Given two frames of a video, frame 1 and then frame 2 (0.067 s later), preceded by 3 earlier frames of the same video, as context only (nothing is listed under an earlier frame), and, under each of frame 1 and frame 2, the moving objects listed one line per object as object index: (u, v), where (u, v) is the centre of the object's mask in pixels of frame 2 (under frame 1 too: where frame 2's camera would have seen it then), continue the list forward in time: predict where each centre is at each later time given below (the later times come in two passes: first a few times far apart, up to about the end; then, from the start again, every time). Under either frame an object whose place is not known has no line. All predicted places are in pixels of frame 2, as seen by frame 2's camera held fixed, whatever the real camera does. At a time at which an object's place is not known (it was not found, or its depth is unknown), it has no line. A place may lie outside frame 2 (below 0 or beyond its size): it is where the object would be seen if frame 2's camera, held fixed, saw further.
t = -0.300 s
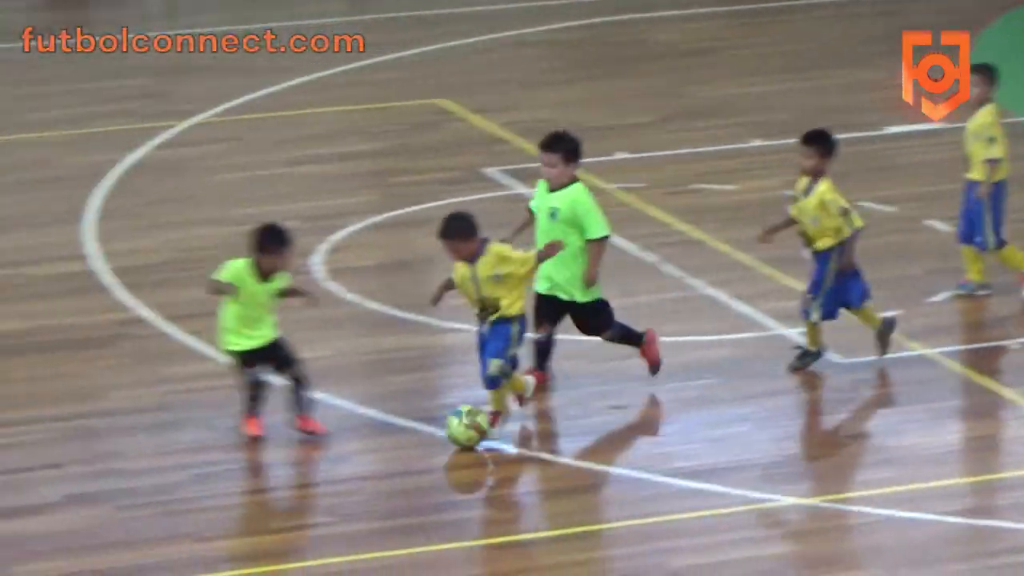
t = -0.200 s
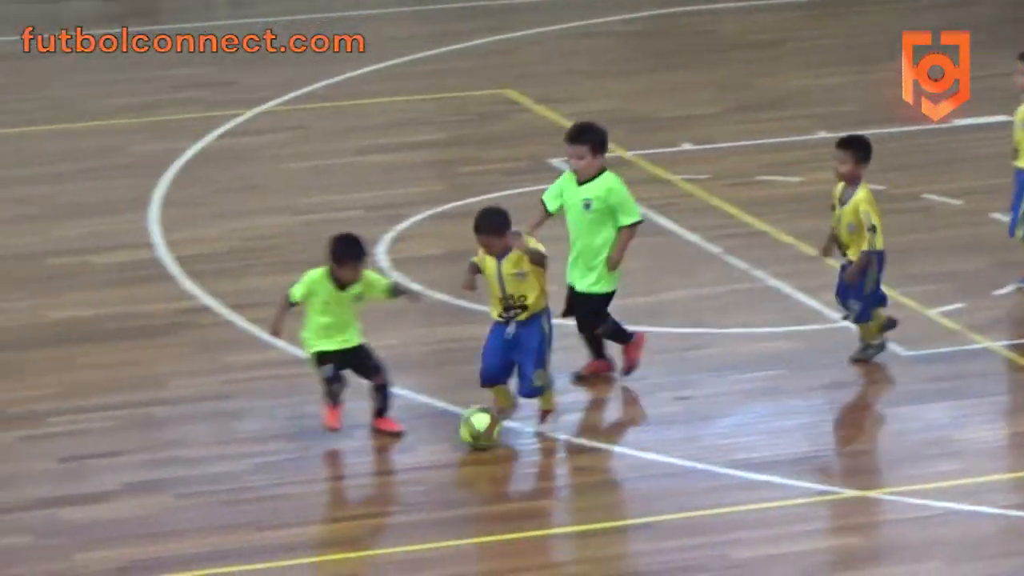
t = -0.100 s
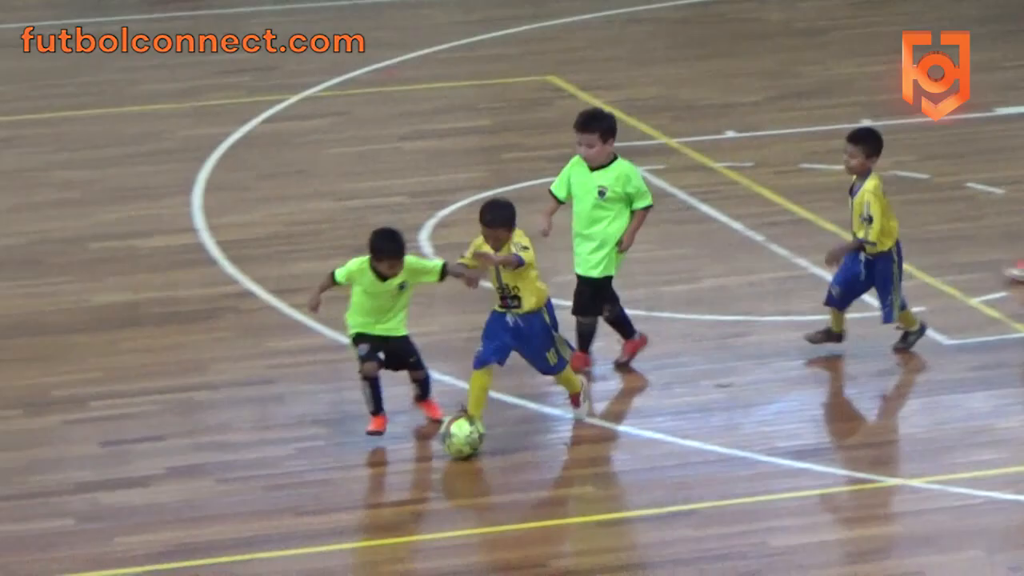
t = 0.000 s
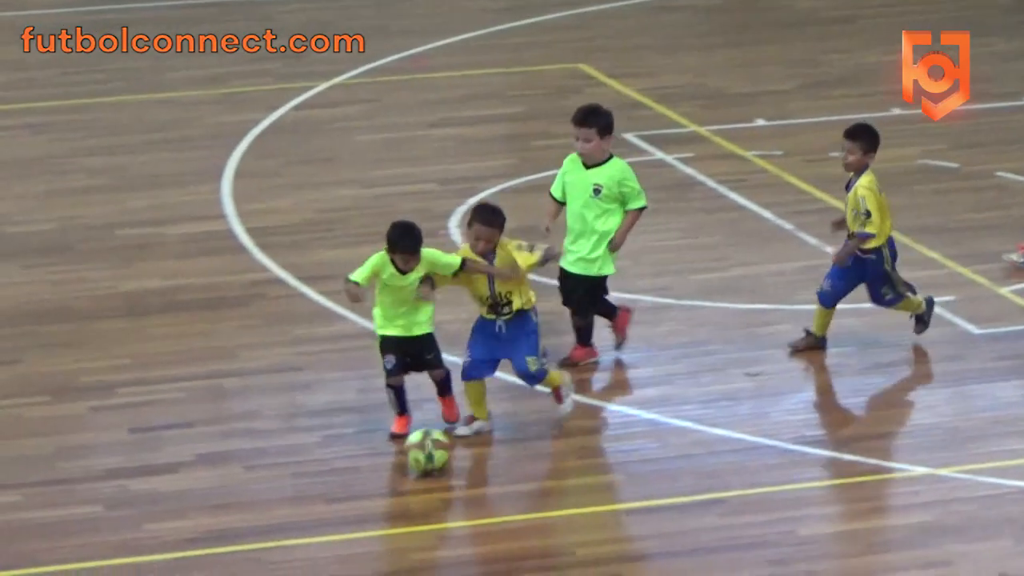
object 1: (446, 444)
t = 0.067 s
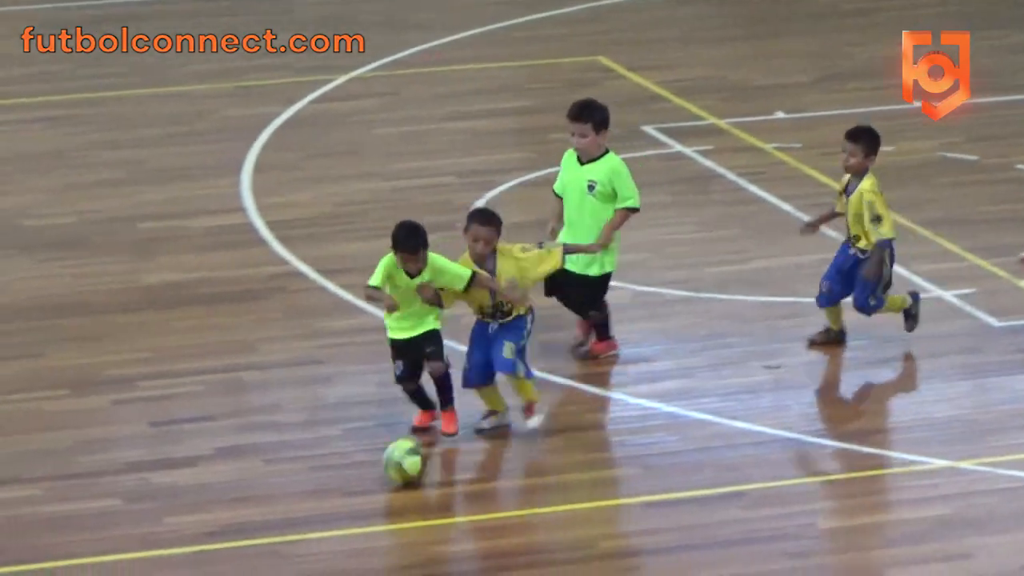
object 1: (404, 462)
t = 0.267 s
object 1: (289, 512)
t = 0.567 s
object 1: (131, 575)
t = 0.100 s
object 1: (386, 473)
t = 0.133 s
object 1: (367, 480)
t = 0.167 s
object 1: (345, 487)
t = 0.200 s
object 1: (327, 497)
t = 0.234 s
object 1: (307, 504)
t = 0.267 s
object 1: (289, 512)
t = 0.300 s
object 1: (270, 519)
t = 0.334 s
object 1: (252, 526)
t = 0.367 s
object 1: (234, 533)
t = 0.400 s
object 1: (217, 540)
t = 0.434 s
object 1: (199, 548)
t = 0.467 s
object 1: (181, 553)
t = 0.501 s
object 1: (163, 560)
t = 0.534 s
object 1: (148, 568)
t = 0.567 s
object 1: (131, 575)
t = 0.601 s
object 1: (113, 582)
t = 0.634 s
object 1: (96, 588)
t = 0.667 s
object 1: (78, 595)
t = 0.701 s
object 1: (60, 603)
